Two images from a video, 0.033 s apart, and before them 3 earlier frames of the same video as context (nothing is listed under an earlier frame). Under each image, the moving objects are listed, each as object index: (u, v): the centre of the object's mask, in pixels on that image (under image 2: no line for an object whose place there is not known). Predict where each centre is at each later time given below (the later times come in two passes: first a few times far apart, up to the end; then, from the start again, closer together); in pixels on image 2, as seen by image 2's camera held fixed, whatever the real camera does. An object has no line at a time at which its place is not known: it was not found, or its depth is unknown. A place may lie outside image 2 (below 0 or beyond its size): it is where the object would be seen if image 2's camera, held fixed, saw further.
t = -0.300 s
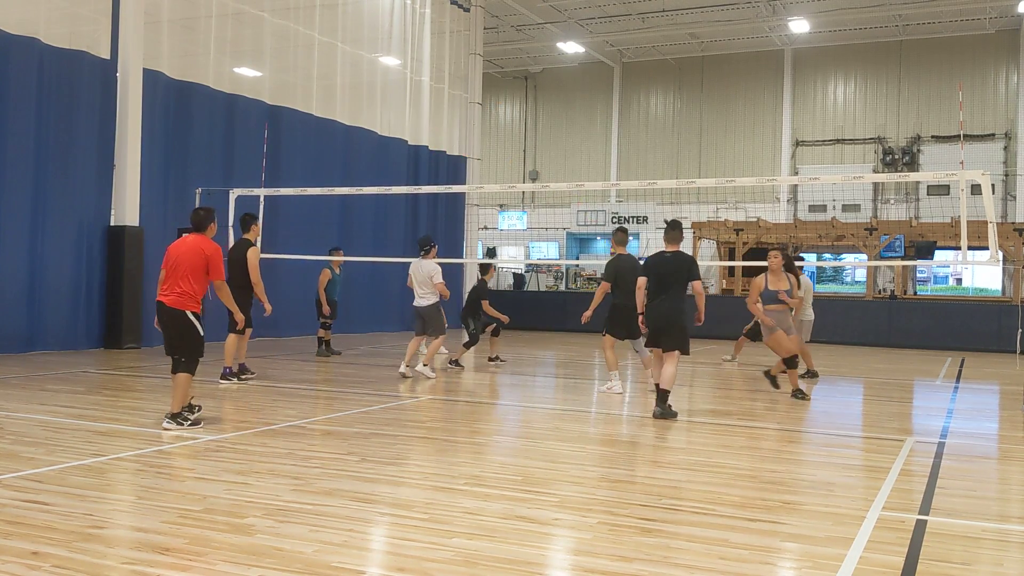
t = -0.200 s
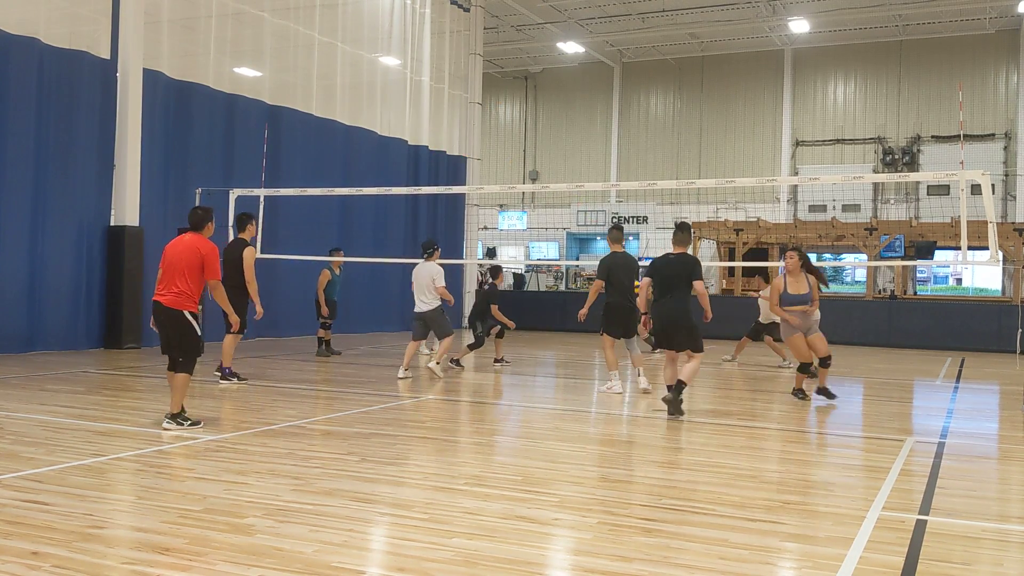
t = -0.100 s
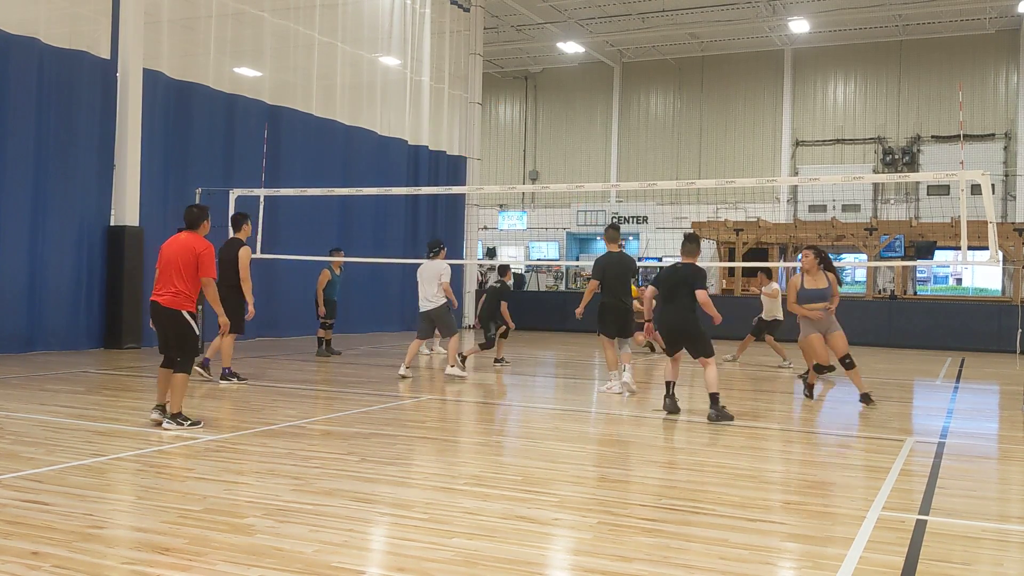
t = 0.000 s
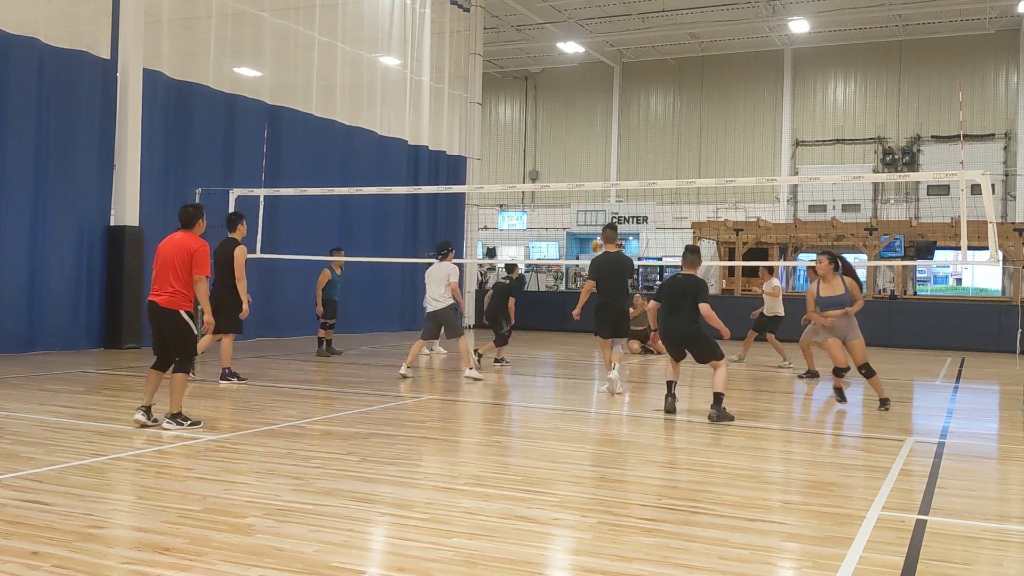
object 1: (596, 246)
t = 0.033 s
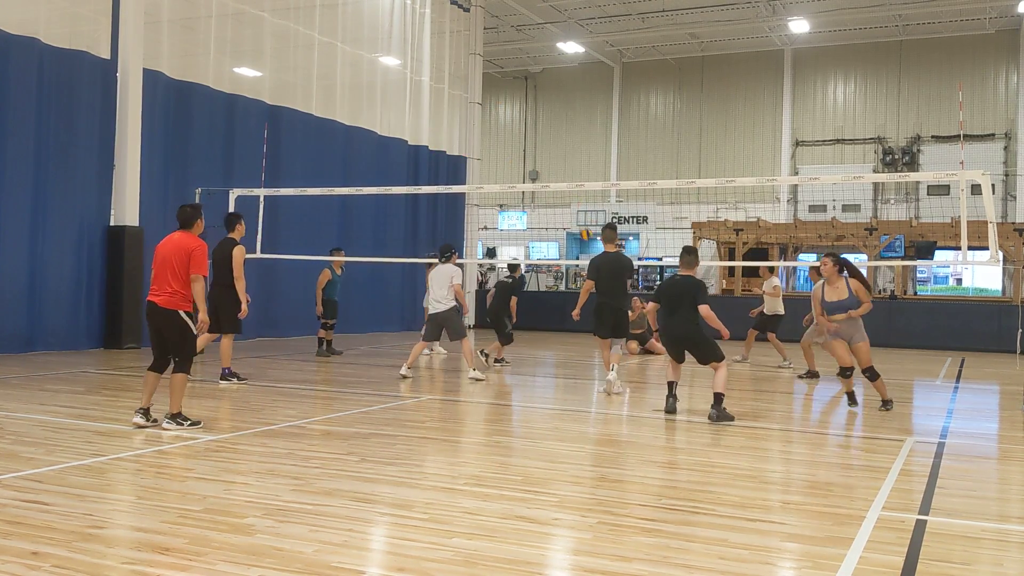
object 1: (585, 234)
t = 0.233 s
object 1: (510, 163)
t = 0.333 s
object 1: (472, 135)
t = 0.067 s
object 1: (573, 219)
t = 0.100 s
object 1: (561, 207)
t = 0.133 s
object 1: (548, 196)
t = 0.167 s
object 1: (536, 181)
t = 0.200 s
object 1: (523, 173)
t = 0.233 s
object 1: (510, 163)
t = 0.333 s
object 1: (472, 135)
